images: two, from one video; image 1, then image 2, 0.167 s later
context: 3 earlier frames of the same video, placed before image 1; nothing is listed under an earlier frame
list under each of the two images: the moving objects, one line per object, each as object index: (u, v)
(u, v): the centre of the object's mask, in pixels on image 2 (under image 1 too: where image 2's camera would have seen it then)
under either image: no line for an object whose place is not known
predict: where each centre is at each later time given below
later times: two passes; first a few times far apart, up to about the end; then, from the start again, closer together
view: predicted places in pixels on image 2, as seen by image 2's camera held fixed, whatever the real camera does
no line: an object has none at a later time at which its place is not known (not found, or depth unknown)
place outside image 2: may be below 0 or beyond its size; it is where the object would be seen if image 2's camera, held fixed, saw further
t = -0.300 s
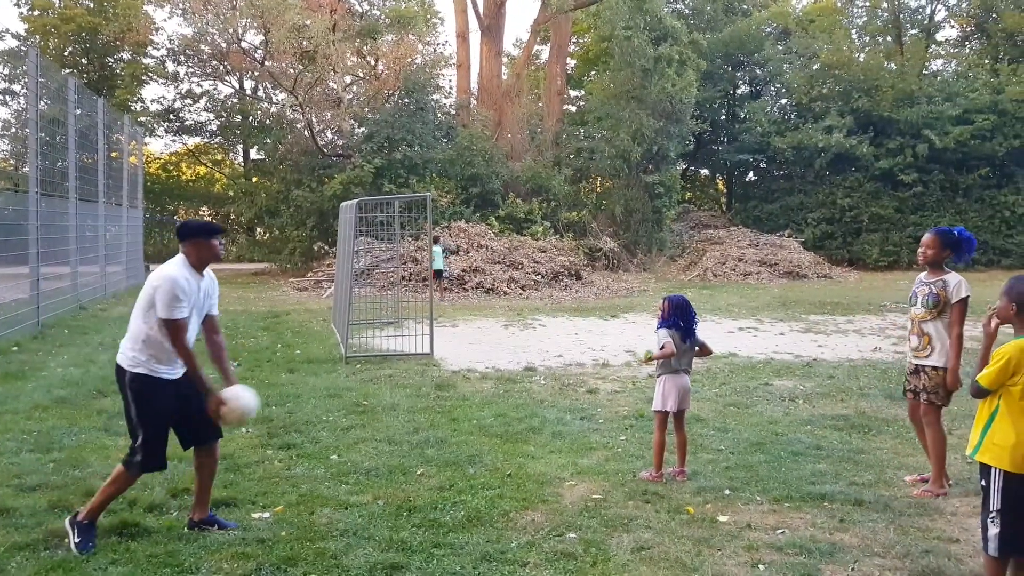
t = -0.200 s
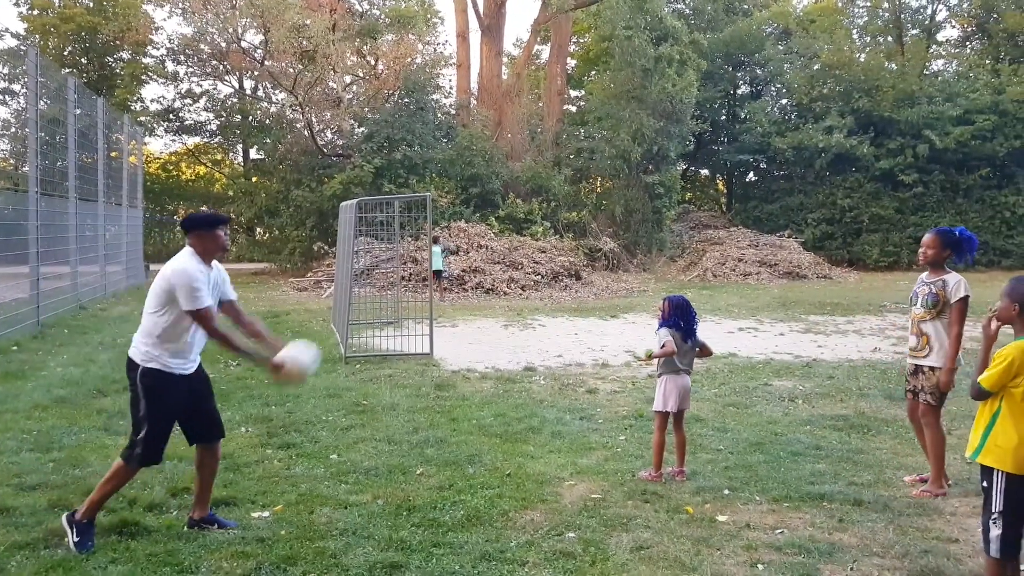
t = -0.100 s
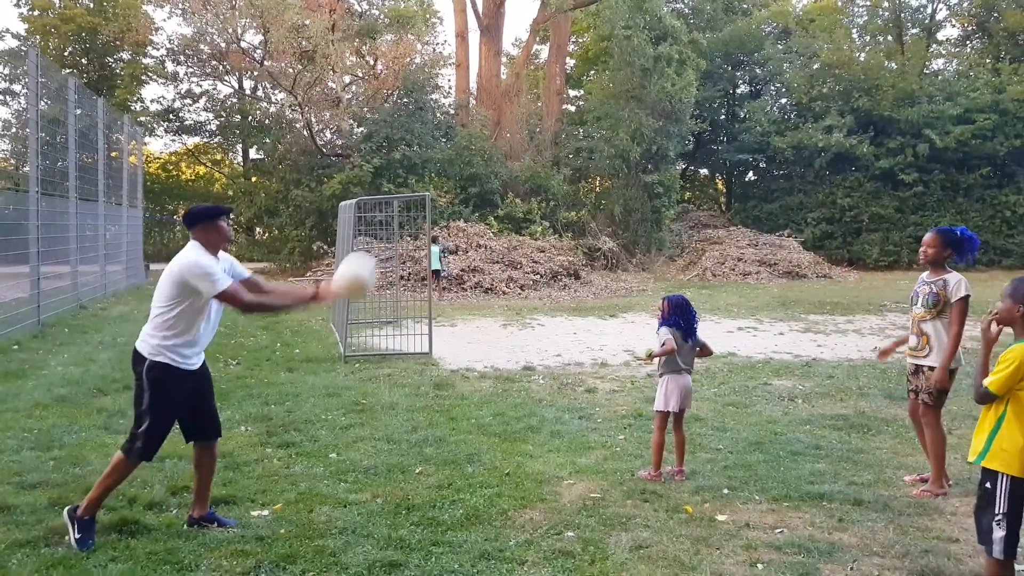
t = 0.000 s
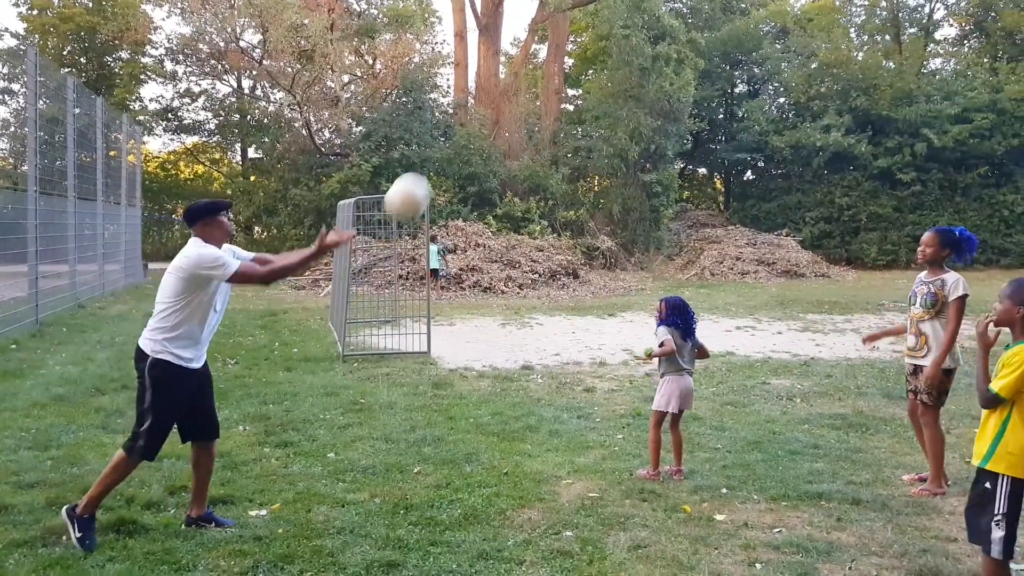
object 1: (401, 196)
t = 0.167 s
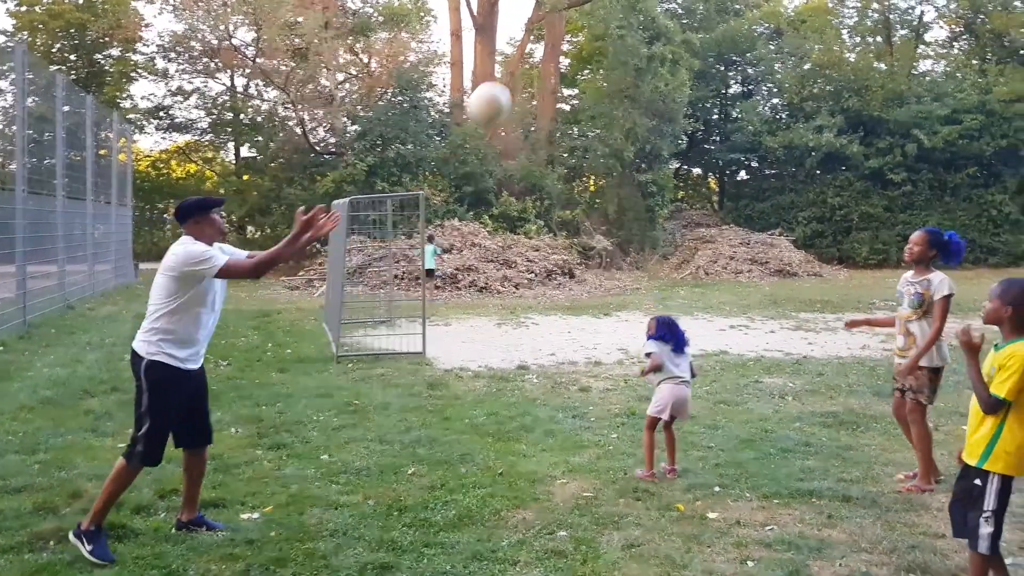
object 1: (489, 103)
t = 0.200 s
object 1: (505, 91)
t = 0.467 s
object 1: (631, 65)
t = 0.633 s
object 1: (706, 111)
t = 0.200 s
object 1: (505, 91)
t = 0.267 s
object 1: (537, 72)
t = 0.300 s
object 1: (553, 68)
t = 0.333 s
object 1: (569, 63)
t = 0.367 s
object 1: (585, 61)
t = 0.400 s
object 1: (601, 60)
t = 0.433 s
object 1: (616, 62)
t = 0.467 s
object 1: (631, 65)
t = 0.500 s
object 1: (646, 71)
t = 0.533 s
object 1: (662, 78)
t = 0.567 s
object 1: (677, 88)
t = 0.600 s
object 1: (692, 98)
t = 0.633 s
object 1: (706, 111)
